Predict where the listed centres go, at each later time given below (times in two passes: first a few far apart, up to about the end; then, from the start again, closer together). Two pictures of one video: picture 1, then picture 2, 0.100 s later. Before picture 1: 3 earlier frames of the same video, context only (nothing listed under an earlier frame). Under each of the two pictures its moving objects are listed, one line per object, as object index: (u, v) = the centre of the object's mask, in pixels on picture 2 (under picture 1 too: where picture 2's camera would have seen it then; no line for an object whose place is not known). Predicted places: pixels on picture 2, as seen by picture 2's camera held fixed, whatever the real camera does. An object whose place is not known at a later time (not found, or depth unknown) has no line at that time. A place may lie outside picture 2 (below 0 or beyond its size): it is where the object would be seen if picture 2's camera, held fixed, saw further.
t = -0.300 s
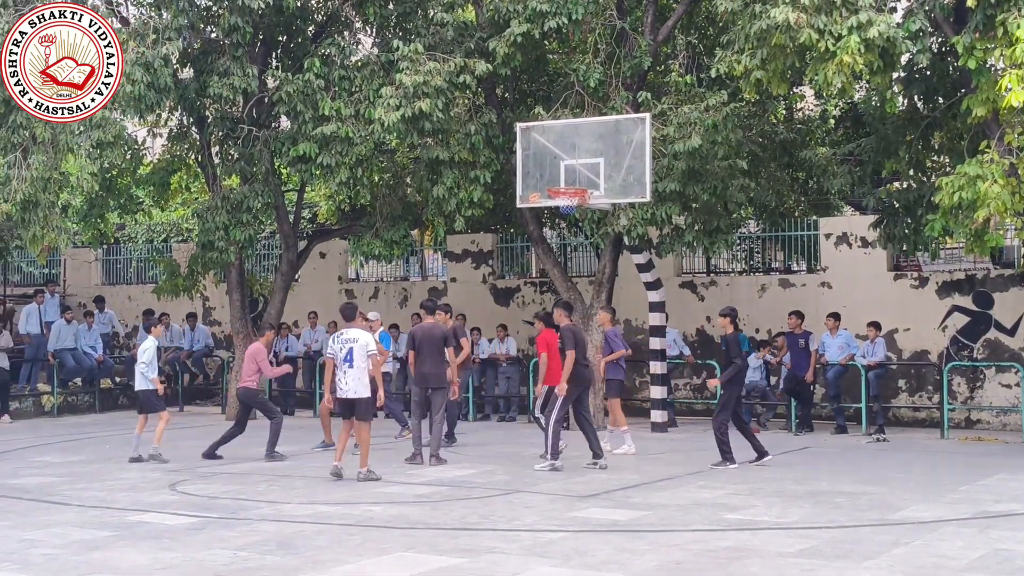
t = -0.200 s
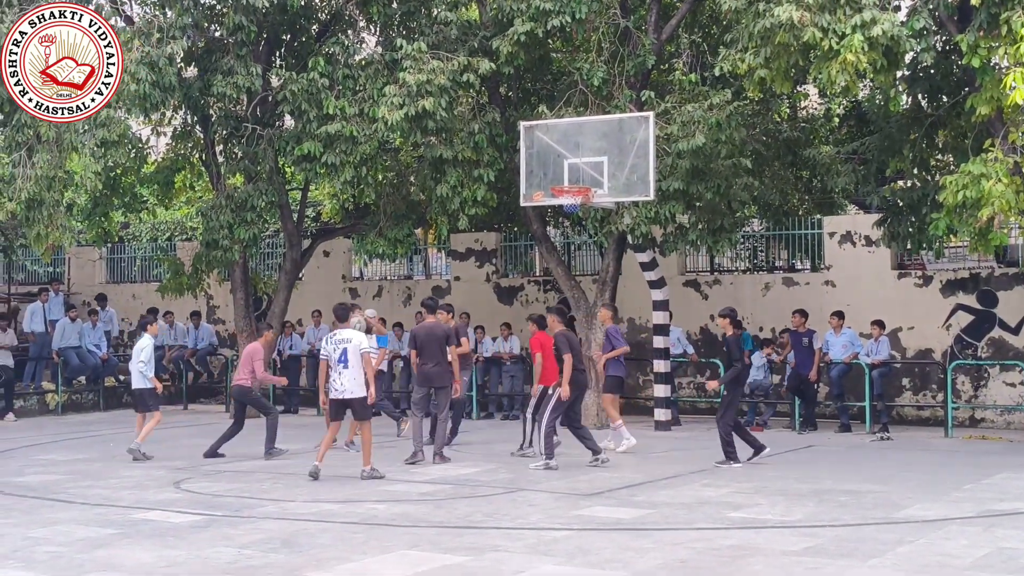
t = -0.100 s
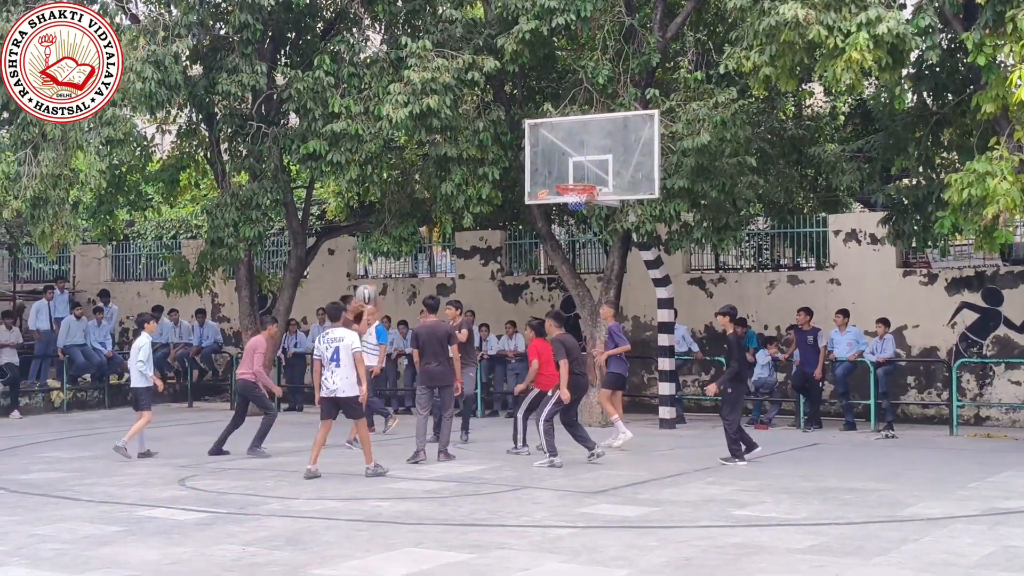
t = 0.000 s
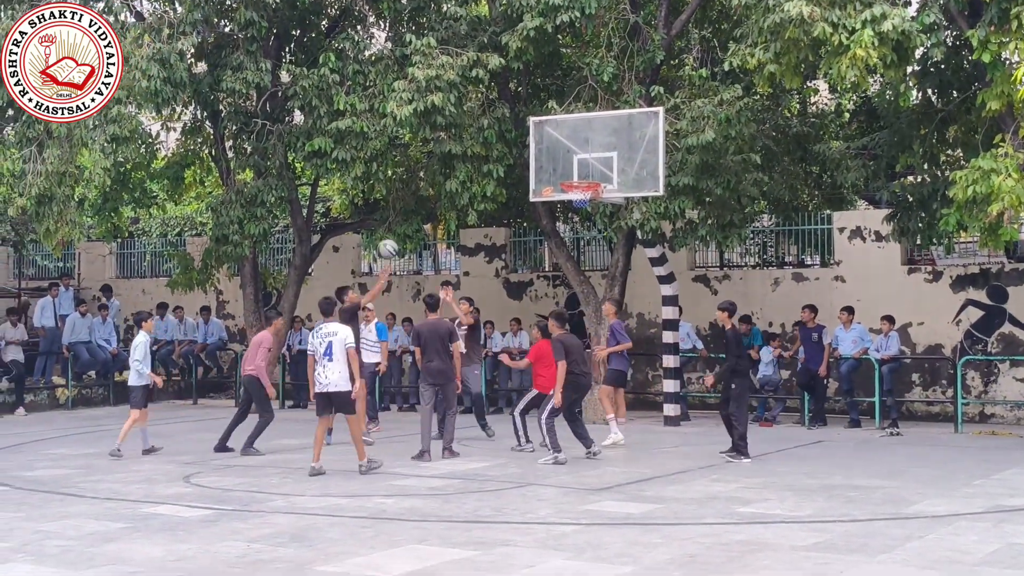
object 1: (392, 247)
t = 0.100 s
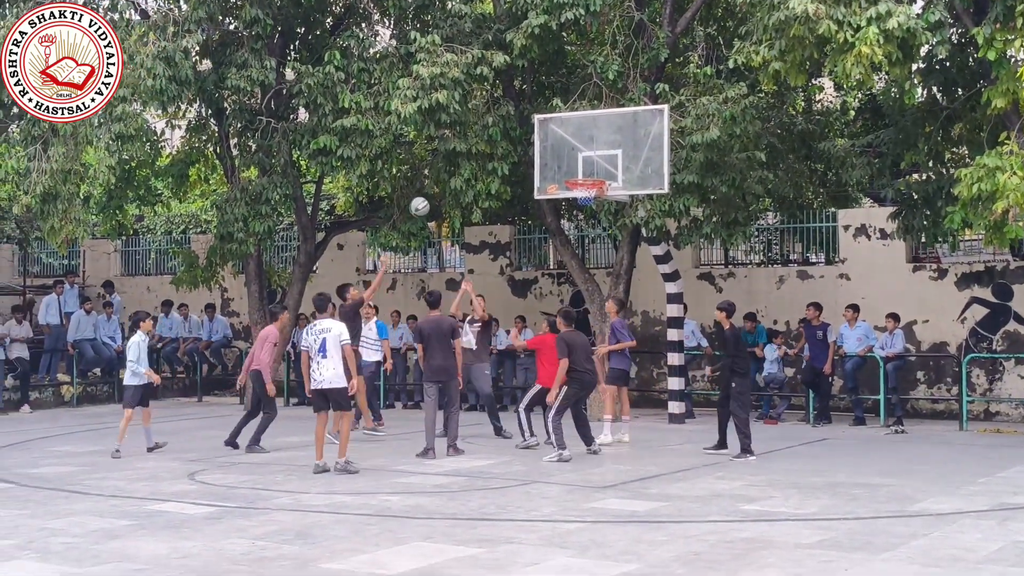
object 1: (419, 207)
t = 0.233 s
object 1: (456, 167)
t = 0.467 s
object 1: (517, 134)
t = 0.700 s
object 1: (577, 146)
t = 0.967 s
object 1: (638, 207)
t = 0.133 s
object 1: (429, 195)
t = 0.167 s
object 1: (438, 185)
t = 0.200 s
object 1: (446, 175)
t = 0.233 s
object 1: (456, 167)
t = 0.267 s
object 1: (464, 160)
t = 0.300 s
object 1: (473, 154)
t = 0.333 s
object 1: (483, 148)
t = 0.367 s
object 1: (491, 144)
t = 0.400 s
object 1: (500, 139)
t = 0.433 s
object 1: (509, 136)
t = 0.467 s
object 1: (517, 134)
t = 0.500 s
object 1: (526, 133)
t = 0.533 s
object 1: (534, 133)
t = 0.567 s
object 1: (543, 134)
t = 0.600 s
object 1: (551, 135)
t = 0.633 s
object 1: (560, 138)
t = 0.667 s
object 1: (569, 141)
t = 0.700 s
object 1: (577, 146)
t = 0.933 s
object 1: (637, 200)
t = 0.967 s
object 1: (638, 207)
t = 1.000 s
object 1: (640, 218)
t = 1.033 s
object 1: (644, 230)
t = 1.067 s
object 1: (647, 241)
